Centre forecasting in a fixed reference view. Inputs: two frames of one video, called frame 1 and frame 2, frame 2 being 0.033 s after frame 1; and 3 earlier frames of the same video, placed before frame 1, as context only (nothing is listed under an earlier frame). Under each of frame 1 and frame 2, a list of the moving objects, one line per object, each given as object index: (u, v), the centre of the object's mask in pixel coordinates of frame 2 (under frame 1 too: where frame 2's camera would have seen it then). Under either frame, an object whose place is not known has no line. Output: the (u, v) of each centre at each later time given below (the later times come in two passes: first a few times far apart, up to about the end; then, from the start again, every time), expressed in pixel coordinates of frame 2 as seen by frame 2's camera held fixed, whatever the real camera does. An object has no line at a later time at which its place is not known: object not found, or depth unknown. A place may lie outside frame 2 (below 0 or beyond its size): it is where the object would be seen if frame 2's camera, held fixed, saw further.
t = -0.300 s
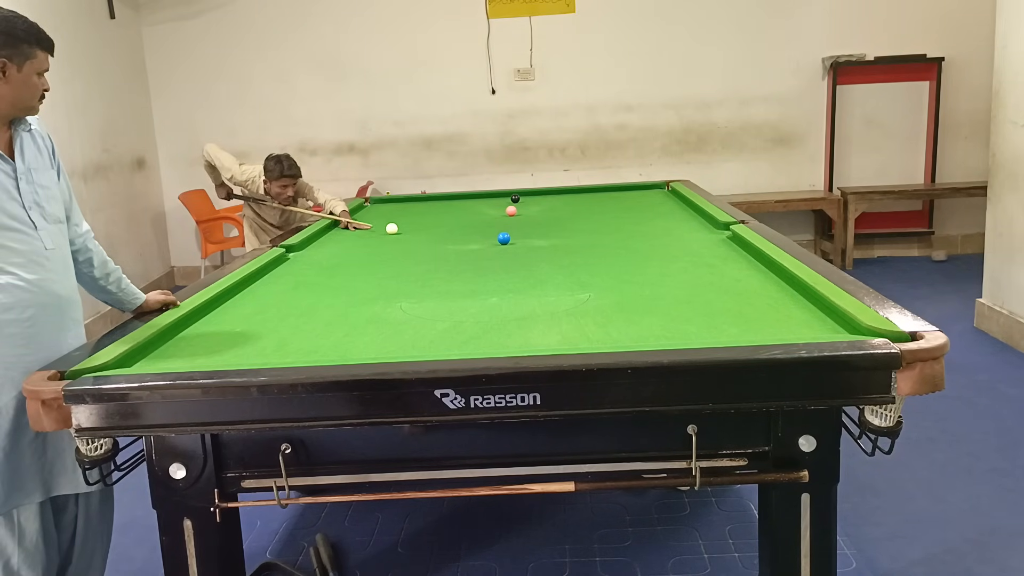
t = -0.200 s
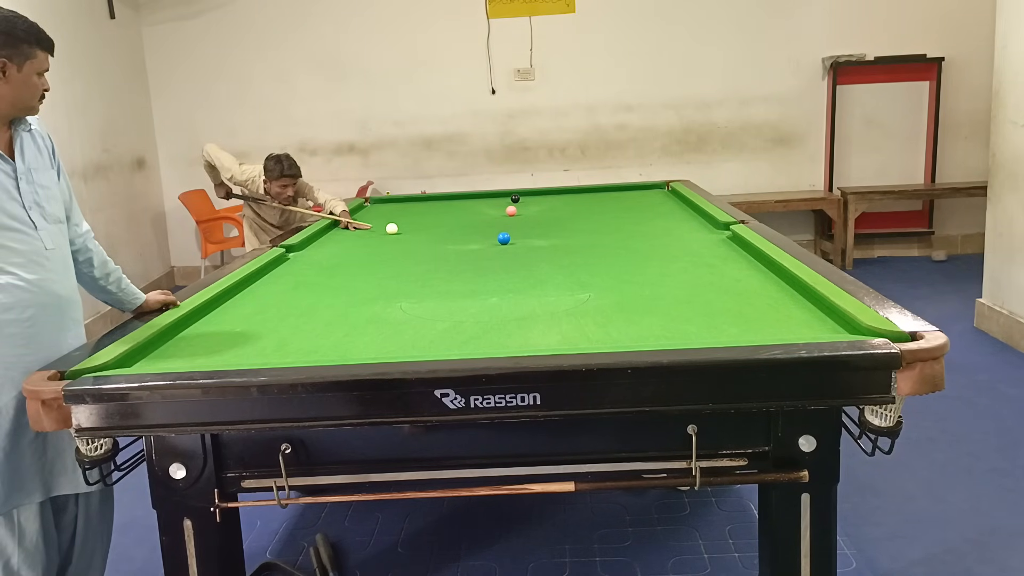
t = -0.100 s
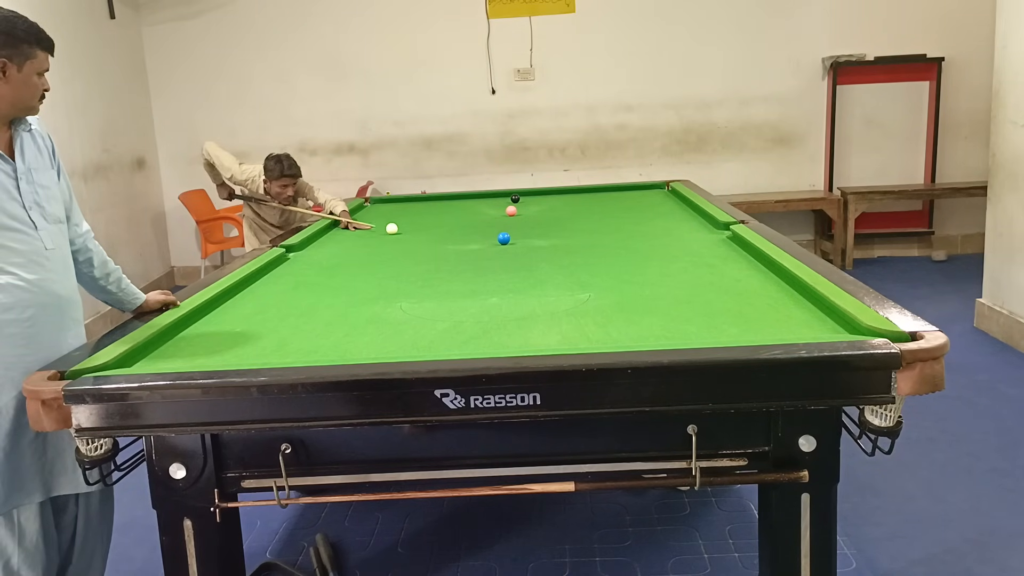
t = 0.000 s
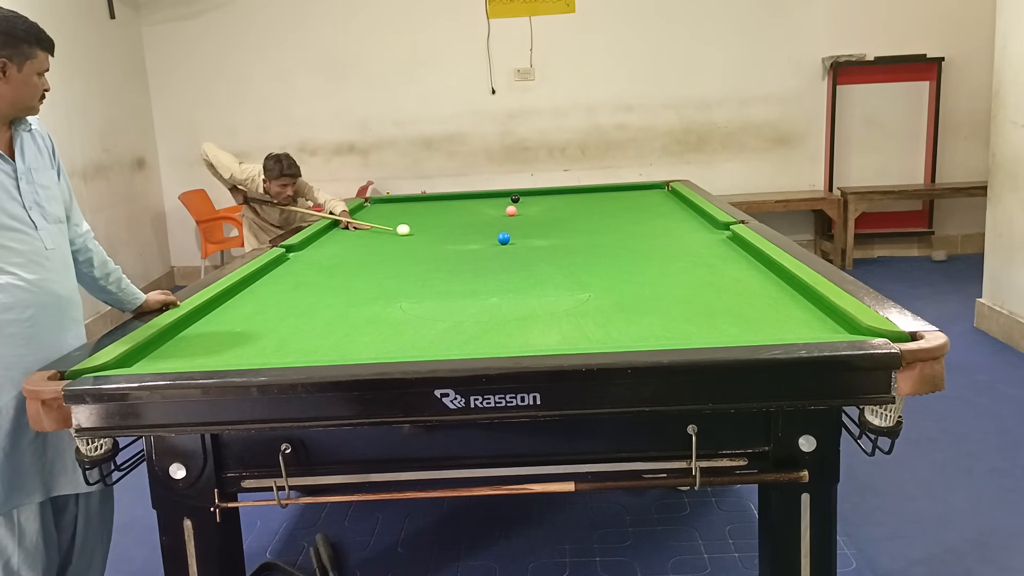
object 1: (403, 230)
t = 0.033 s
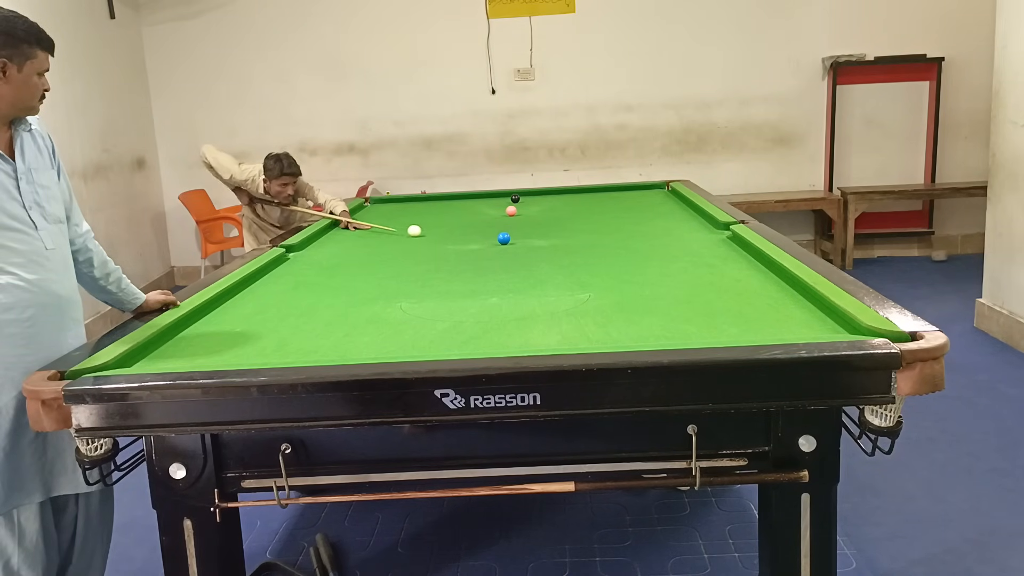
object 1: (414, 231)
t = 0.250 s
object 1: (481, 238)
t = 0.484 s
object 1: (507, 249)
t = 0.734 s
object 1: (536, 262)
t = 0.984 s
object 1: (570, 278)
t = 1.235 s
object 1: (612, 297)
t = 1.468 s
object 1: (659, 318)
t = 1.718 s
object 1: (712, 336)
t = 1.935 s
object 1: (712, 322)
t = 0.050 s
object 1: (420, 231)
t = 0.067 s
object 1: (425, 232)
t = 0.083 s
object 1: (430, 233)
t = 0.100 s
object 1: (436, 233)
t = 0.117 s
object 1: (441, 234)
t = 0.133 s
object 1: (446, 234)
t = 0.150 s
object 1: (451, 235)
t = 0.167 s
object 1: (457, 235)
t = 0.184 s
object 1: (462, 236)
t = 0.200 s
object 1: (467, 236)
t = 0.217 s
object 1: (472, 237)
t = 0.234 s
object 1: (476, 238)
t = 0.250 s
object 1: (481, 238)
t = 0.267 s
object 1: (486, 239)
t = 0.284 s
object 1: (491, 239)
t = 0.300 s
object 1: (491, 240)
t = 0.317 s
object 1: (492, 241)
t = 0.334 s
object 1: (493, 241)
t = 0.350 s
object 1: (494, 242)
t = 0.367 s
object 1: (496, 243)
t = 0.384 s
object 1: (497, 244)
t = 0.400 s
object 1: (499, 245)
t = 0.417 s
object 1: (500, 245)
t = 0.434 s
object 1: (502, 246)
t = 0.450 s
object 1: (504, 247)
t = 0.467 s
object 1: (506, 248)
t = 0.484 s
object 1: (507, 249)
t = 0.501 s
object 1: (509, 249)
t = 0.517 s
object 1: (511, 250)
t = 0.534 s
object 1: (513, 251)
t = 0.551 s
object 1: (515, 252)
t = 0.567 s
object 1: (517, 253)
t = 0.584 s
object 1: (518, 254)
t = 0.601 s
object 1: (520, 255)
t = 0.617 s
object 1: (522, 255)
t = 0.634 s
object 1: (524, 256)
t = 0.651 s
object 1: (526, 257)
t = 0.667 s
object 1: (528, 258)
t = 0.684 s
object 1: (530, 259)
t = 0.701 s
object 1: (532, 260)
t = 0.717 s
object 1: (534, 261)
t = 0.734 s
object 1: (536, 262)
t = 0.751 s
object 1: (538, 263)
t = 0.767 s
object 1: (540, 264)
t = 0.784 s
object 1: (543, 265)
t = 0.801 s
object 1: (545, 266)
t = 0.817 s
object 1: (547, 267)
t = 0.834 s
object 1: (549, 268)
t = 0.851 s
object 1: (551, 269)
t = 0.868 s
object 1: (554, 270)
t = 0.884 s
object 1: (556, 271)
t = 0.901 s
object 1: (558, 272)
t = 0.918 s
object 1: (561, 273)
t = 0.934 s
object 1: (563, 274)
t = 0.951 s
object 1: (565, 276)
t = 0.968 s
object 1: (568, 277)
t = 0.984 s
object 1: (570, 278)
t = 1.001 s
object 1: (573, 279)
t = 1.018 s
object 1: (575, 280)
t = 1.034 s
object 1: (578, 281)
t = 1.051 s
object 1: (581, 283)
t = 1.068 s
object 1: (583, 284)
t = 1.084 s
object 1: (586, 285)
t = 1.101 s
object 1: (589, 286)
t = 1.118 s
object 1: (591, 288)
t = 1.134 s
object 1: (594, 289)
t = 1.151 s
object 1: (597, 290)
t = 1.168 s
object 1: (600, 291)
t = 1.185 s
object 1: (603, 293)
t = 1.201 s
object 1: (606, 294)
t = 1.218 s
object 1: (609, 296)
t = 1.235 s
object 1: (612, 297)
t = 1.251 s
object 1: (615, 298)
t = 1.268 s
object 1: (618, 300)
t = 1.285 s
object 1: (621, 301)
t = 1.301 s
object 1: (624, 303)
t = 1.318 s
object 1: (627, 304)
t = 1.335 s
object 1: (631, 306)
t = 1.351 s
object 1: (634, 307)
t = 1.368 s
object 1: (637, 309)
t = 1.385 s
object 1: (641, 310)
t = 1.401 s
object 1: (644, 312)
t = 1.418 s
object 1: (648, 314)
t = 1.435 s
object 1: (651, 315)
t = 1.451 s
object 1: (655, 317)
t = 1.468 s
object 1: (659, 318)
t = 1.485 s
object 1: (662, 320)
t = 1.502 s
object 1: (666, 322)
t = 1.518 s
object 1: (670, 323)
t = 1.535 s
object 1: (674, 325)
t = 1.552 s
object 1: (678, 327)
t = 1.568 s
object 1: (682, 329)
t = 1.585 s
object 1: (686, 331)
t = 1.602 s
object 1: (690, 332)
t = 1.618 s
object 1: (695, 333)
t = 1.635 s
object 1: (699, 334)
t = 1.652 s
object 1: (703, 335)
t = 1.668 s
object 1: (707, 336)
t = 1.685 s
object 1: (712, 337)
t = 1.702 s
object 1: (712, 337)
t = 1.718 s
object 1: (712, 336)
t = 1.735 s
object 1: (711, 335)
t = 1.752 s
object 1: (711, 334)
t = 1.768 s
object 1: (711, 333)
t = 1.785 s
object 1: (710, 332)
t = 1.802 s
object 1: (710, 331)
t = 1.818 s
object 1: (710, 330)
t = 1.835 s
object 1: (710, 329)
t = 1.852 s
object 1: (710, 328)
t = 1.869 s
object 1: (709, 327)
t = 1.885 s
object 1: (709, 325)
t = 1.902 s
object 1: (709, 324)
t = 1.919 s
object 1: (709, 323)
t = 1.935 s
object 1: (712, 322)
